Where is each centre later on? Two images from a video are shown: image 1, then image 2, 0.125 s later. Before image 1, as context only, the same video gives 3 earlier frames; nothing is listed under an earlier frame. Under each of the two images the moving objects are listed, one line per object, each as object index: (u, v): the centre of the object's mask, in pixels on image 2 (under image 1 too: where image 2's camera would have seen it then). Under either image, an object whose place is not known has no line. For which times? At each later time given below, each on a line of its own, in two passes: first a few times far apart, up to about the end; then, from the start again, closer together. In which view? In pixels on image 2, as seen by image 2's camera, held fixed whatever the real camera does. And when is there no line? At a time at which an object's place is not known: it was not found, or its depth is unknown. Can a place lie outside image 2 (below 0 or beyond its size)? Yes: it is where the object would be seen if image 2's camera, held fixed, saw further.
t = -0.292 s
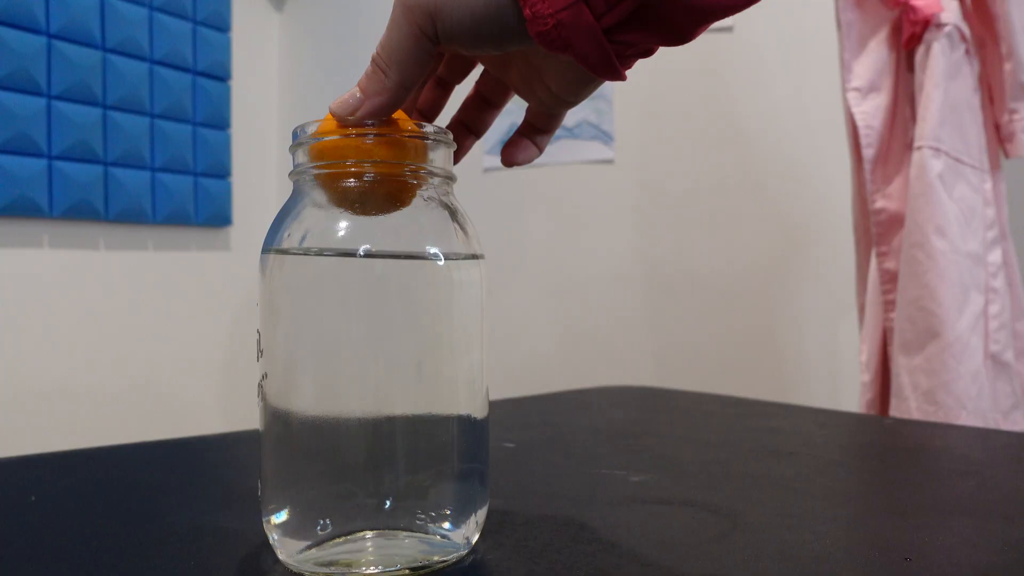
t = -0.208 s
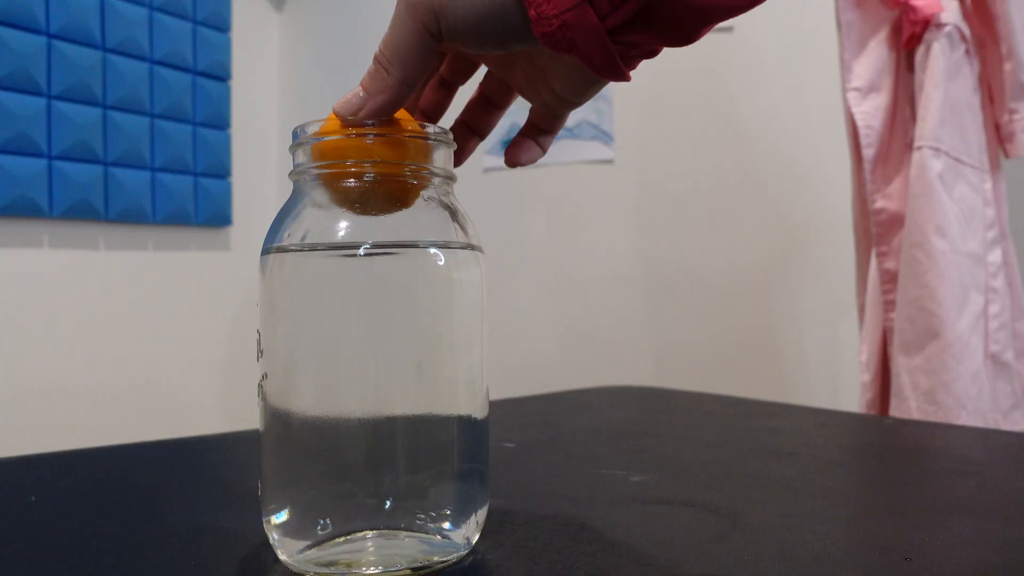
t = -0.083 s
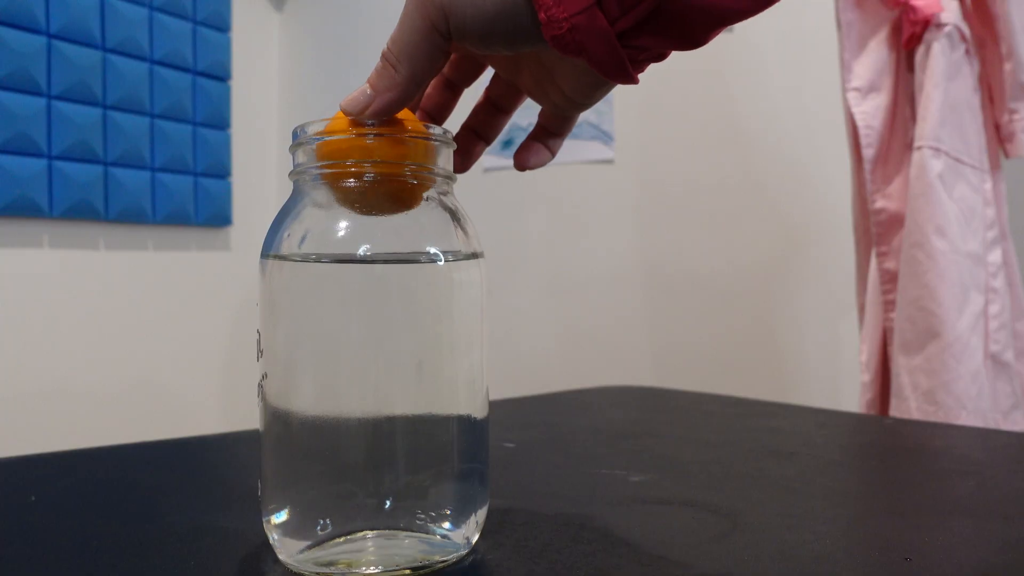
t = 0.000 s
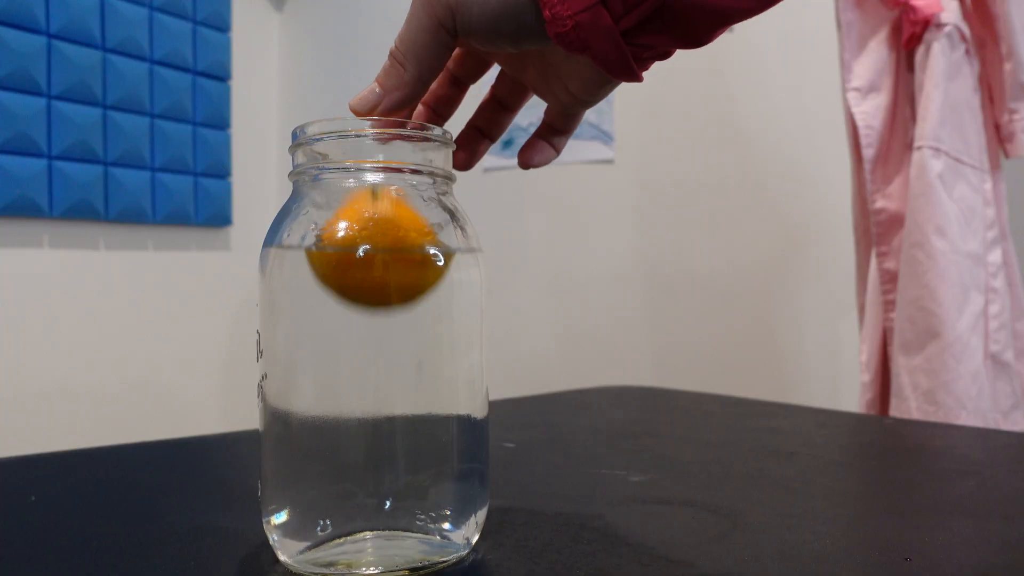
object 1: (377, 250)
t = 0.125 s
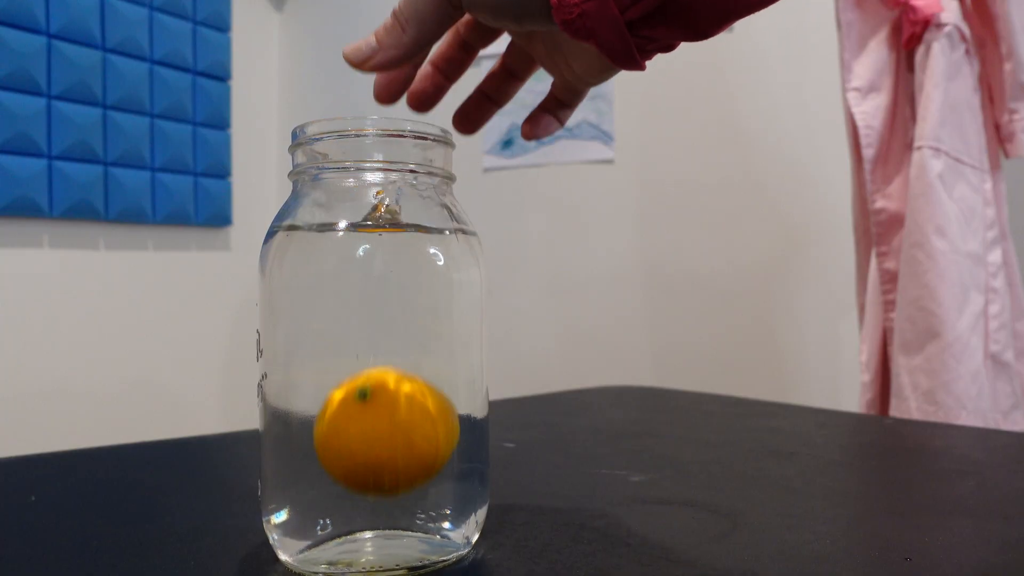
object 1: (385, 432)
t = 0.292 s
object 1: (384, 443)
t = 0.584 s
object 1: (386, 327)
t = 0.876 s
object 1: (395, 270)
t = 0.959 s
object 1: (395, 284)
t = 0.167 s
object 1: (387, 478)
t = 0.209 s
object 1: (387, 480)
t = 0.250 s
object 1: (385, 460)
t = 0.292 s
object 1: (384, 443)
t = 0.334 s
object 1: (384, 427)
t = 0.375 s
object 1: (384, 411)
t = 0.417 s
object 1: (384, 394)
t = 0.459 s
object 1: (385, 378)
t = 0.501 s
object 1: (385, 361)
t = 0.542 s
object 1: (385, 344)
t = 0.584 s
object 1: (386, 327)
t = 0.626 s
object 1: (387, 310)
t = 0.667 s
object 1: (389, 293)
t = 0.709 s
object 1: (391, 274)
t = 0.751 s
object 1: (391, 267)
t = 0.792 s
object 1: (391, 261)
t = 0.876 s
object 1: (395, 270)
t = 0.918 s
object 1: (395, 276)
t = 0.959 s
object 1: (395, 284)
